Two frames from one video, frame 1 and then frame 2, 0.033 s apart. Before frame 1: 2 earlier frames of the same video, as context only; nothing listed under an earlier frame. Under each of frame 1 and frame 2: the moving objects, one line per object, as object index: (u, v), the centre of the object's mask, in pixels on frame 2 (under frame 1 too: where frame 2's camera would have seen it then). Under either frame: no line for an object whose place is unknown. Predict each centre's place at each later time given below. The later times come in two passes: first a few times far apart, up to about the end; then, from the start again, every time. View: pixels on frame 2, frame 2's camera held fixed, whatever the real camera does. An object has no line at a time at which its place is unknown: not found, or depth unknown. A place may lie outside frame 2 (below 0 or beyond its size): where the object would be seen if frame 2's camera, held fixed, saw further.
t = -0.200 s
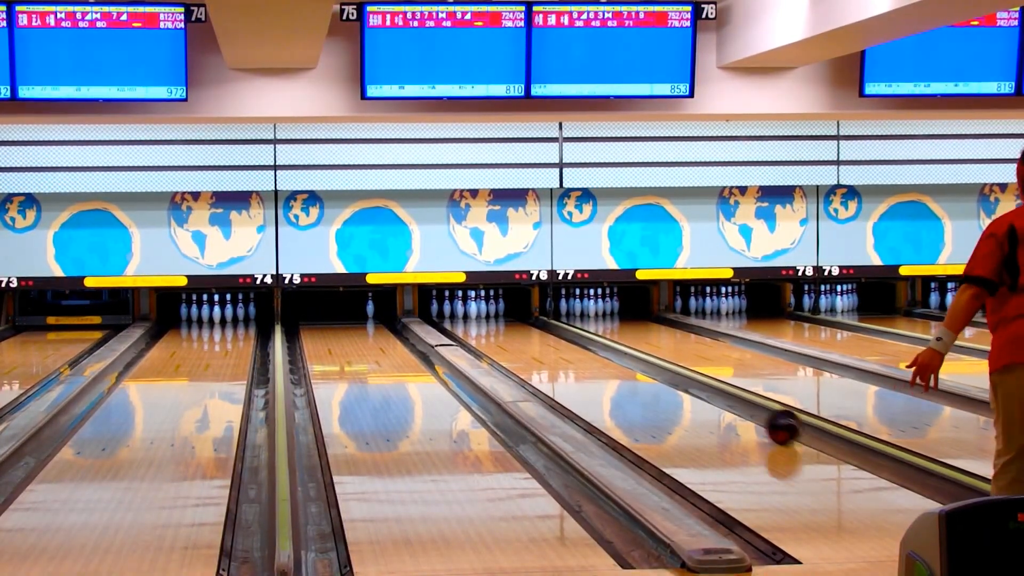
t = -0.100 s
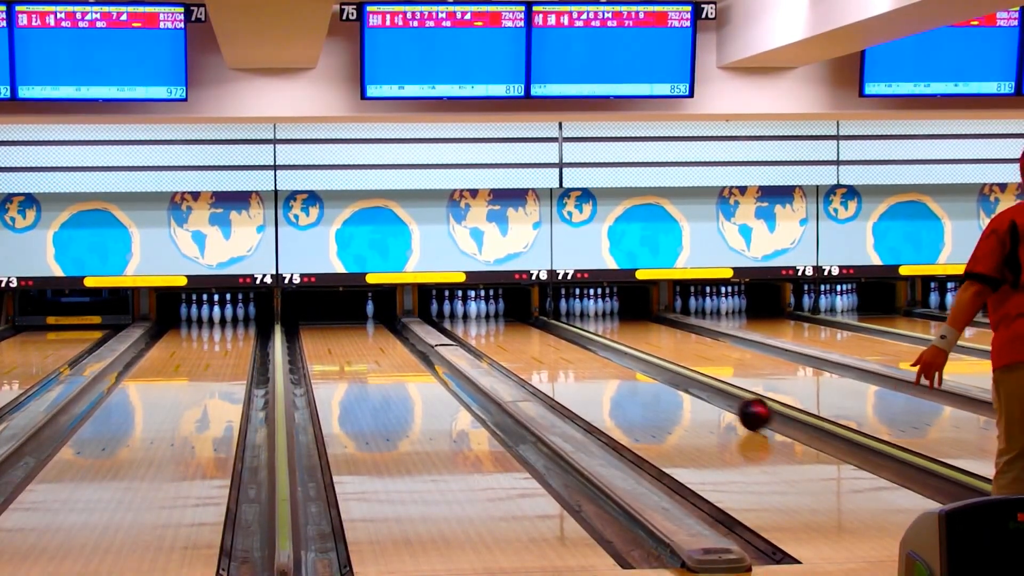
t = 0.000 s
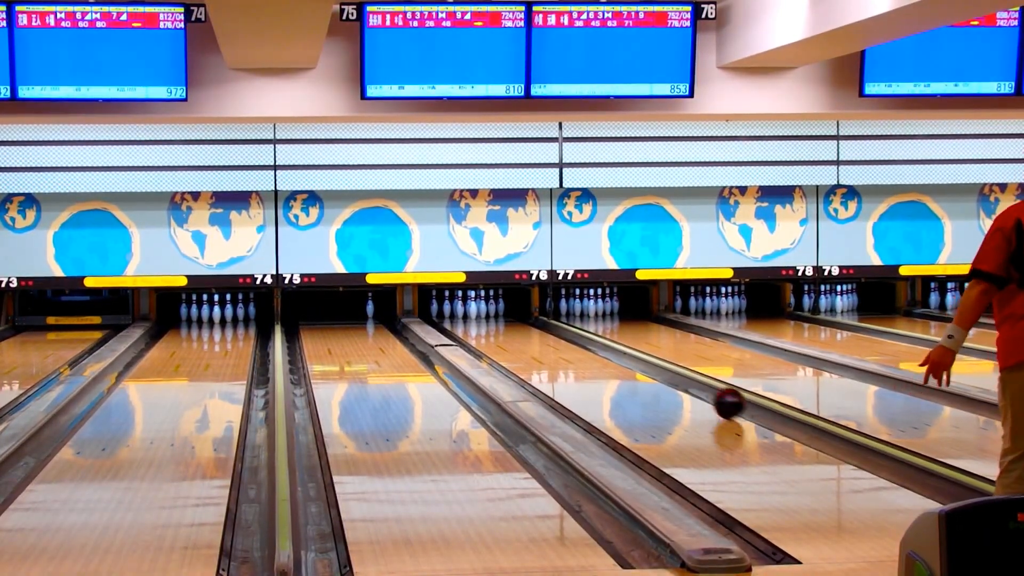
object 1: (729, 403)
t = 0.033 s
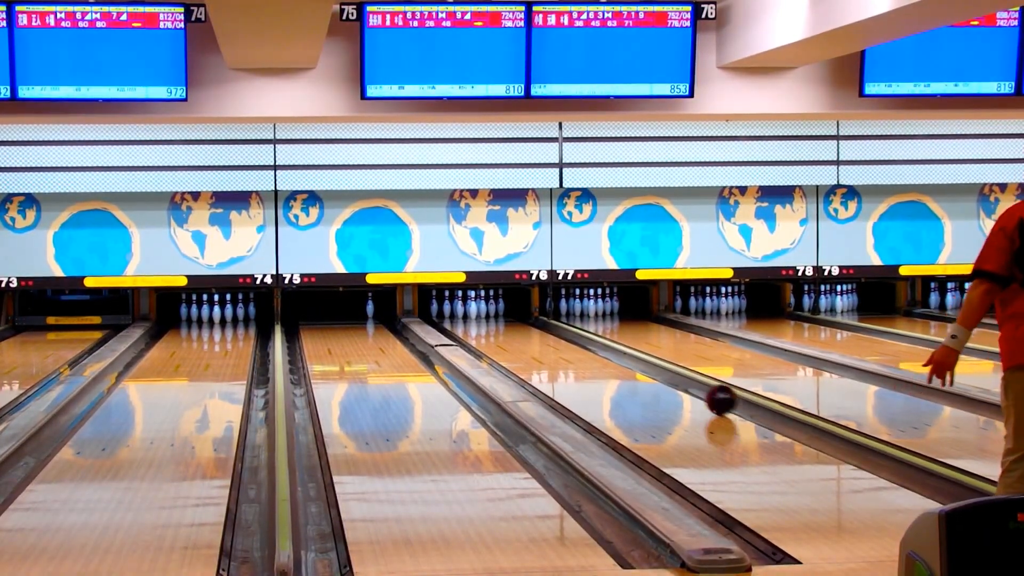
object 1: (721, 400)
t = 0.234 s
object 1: (678, 382)
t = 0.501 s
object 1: (633, 363)
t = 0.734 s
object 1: (601, 350)
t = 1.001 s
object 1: (571, 338)
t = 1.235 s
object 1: (548, 329)
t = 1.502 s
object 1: (524, 321)
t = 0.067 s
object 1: (713, 396)
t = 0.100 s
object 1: (706, 393)
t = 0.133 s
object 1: (698, 390)
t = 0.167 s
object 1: (691, 388)
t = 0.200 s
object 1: (685, 385)
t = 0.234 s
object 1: (678, 382)
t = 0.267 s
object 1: (672, 380)
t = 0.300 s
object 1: (666, 377)
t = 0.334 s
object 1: (660, 375)
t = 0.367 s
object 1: (655, 372)
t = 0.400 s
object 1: (649, 371)
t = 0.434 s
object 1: (644, 368)
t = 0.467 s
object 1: (638, 366)
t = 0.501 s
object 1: (633, 363)
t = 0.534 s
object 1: (628, 361)
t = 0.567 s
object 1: (624, 360)
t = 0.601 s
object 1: (619, 357)
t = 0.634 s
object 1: (615, 356)
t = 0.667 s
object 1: (610, 353)
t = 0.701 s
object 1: (605, 352)
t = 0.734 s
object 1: (601, 350)
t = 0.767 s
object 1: (597, 348)
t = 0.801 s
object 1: (593, 347)
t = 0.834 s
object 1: (589, 345)
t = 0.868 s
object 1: (586, 344)
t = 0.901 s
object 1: (582, 342)
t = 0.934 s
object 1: (578, 341)
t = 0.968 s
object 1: (574, 340)
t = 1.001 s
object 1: (571, 338)
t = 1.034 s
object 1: (568, 337)
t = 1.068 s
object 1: (564, 335)
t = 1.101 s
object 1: (561, 334)
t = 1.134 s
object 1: (557, 333)
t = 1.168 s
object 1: (554, 331)
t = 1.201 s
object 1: (551, 331)
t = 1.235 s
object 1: (548, 329)
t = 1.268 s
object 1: (545, 328)
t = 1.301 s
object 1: (541, 327)
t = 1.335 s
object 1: (539, 326)
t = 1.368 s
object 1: (535, 325)
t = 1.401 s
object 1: (532, 324)
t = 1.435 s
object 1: (529, 323)
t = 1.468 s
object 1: (526, 322)
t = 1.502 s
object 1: (524, 321)
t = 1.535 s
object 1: (520, 321)
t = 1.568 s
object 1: (518, 320)
